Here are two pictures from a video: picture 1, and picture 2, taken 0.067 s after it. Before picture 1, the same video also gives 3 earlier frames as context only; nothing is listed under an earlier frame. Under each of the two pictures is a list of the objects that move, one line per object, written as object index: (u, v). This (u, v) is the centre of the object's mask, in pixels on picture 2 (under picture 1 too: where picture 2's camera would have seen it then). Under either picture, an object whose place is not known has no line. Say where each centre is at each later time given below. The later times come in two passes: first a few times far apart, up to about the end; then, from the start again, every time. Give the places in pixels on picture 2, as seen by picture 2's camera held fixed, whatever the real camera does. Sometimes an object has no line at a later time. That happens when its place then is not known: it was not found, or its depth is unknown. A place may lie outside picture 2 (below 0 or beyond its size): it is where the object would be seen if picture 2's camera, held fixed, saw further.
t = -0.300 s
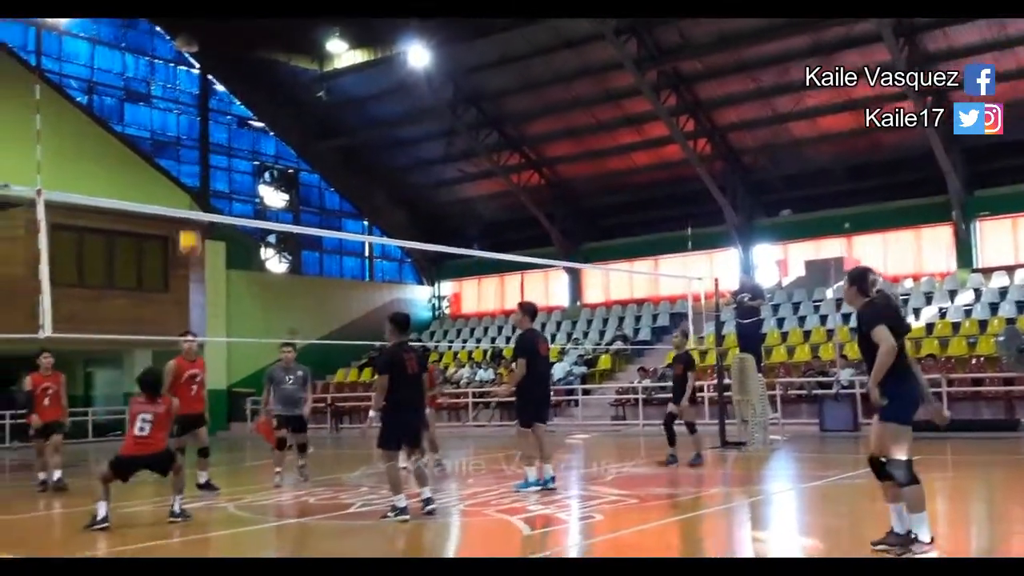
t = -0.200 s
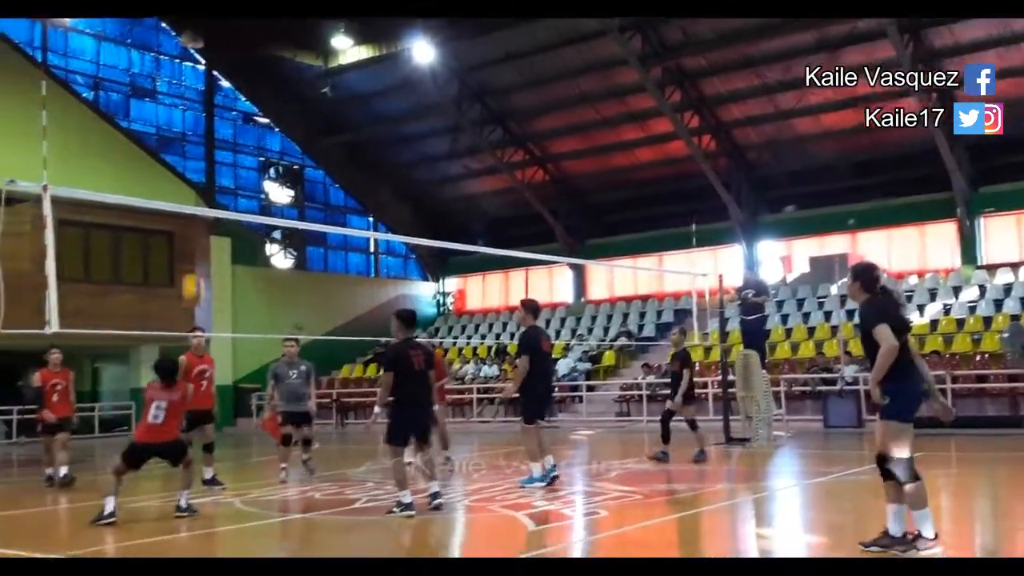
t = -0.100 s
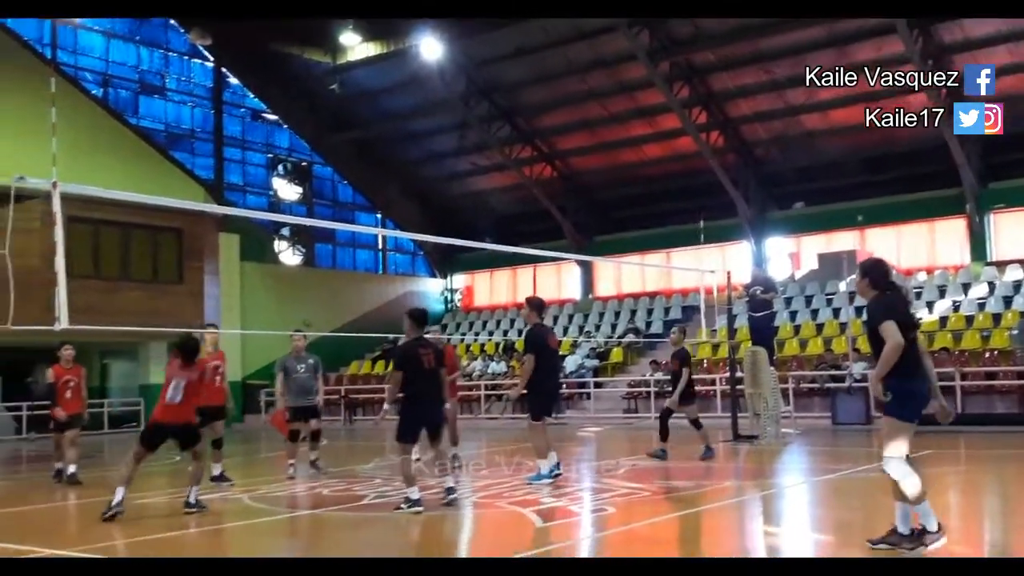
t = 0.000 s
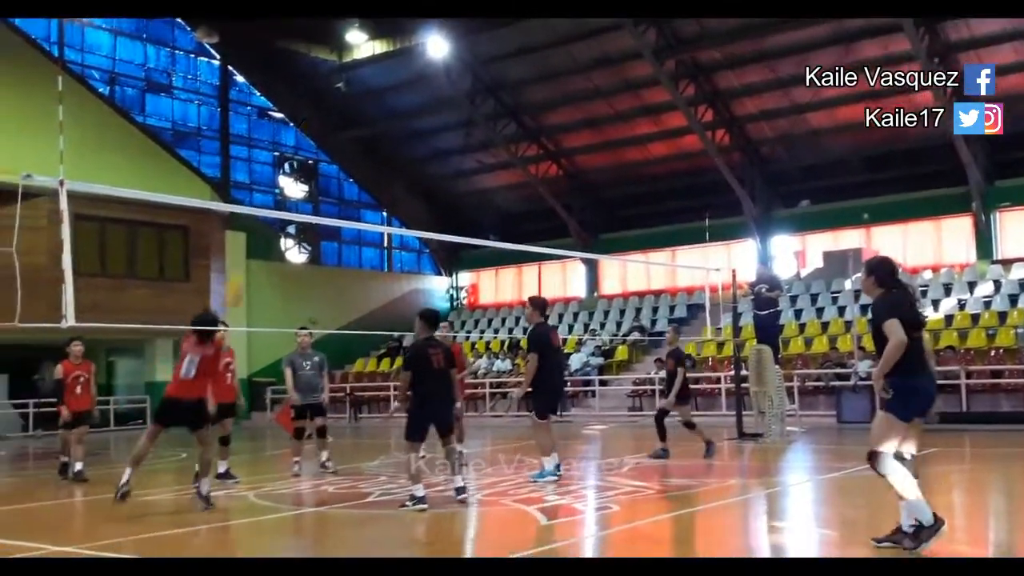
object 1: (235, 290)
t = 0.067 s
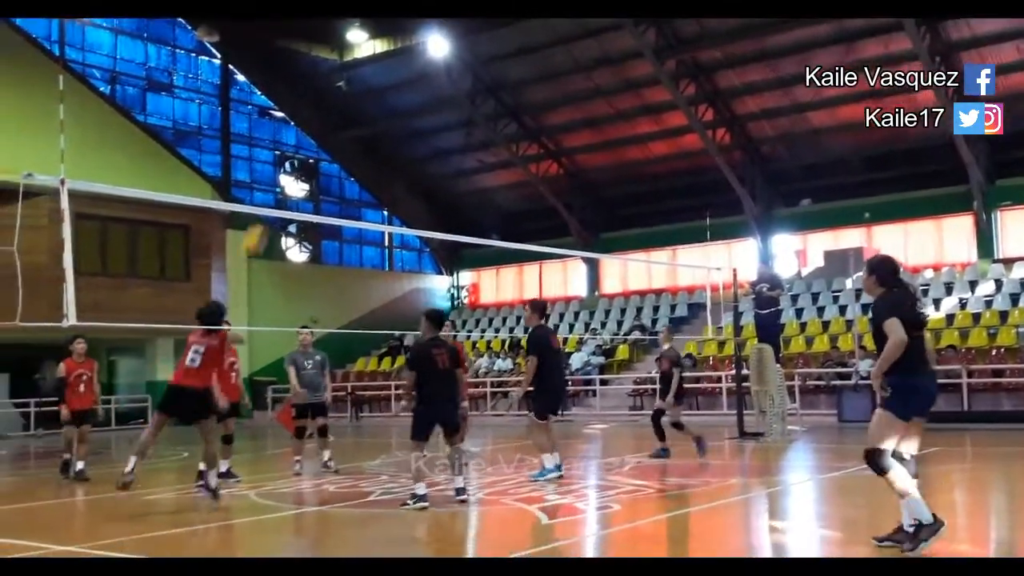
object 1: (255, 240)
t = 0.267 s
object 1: (304, 139)
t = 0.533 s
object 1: (364, 81)
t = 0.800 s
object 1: (418, 88)
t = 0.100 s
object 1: (260, 226)
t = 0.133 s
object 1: (271, 198)
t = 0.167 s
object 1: (276, 182)
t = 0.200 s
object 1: (287, 164)
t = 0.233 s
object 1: (296, 152)
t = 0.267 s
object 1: (304, 139)
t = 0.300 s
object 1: (312, 128)
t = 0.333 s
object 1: (319, 119)
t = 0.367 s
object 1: (326, 109)
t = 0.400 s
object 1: (334, 101)
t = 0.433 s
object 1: (341, 94)
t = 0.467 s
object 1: (349, 89)
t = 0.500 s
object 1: (355, 84)
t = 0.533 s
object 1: (364, 81)
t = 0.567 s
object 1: (370, 78)
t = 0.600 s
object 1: (377, 77)
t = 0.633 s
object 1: (384, 77)
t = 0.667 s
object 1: (391, 77)
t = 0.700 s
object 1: (398, 78)
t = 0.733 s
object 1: (405, 80)
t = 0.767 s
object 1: (412, 84)
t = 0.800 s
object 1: (418, 88)
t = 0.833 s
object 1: (424, 94)
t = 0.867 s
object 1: (431, 101)
